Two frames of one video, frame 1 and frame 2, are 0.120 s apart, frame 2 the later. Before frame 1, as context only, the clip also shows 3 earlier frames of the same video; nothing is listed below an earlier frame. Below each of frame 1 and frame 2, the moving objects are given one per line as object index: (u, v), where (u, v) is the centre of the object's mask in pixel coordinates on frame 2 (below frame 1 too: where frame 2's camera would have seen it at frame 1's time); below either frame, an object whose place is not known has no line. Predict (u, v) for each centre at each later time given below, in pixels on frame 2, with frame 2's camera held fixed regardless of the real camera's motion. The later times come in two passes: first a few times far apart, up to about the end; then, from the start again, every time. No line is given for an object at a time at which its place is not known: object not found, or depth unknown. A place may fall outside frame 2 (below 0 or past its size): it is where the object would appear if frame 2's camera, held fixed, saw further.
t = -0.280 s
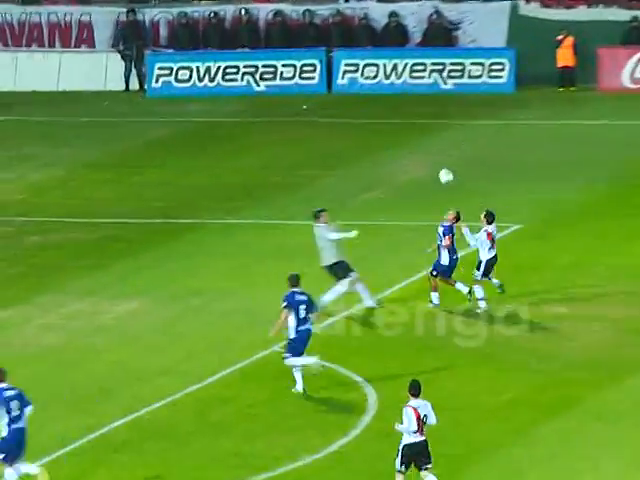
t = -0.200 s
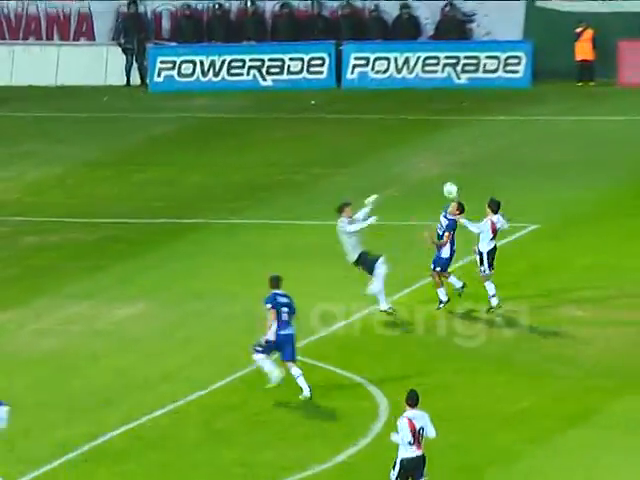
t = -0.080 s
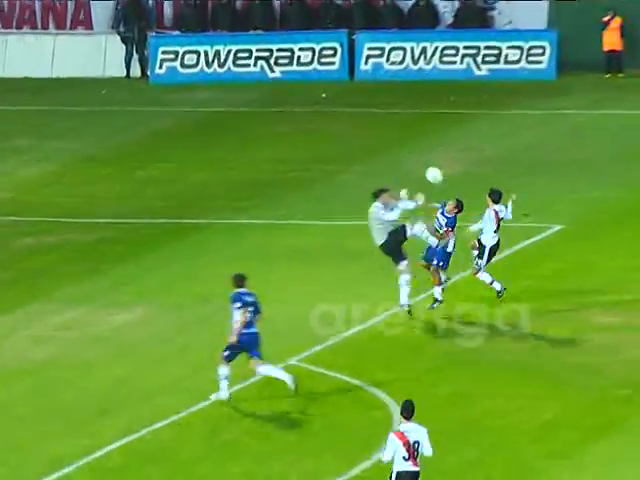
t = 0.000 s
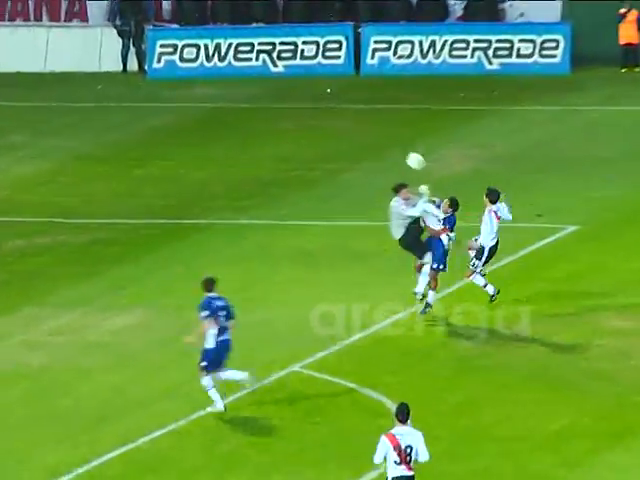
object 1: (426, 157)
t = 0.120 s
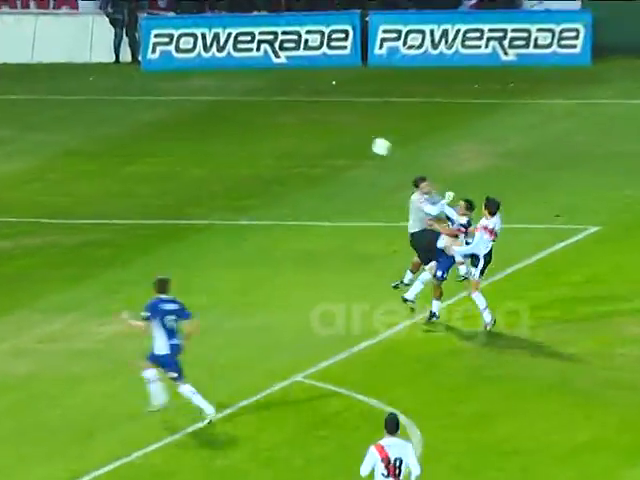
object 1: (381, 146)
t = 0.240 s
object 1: (336, 146)
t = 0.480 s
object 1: (256, 177)
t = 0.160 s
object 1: (366, 144)
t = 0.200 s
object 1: (351, 145)
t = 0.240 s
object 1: (336, 146)
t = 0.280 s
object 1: (323, 147)
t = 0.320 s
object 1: (309, 151)
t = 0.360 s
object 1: (295, 156)
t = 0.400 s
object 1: (283, 161)
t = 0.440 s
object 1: (269, 169)
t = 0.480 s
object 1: (256, 177)
